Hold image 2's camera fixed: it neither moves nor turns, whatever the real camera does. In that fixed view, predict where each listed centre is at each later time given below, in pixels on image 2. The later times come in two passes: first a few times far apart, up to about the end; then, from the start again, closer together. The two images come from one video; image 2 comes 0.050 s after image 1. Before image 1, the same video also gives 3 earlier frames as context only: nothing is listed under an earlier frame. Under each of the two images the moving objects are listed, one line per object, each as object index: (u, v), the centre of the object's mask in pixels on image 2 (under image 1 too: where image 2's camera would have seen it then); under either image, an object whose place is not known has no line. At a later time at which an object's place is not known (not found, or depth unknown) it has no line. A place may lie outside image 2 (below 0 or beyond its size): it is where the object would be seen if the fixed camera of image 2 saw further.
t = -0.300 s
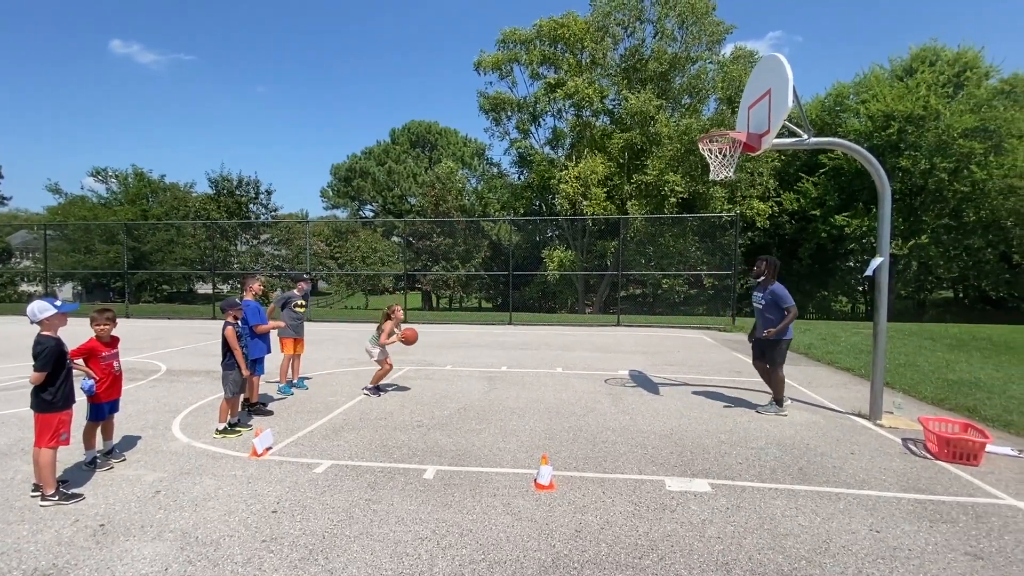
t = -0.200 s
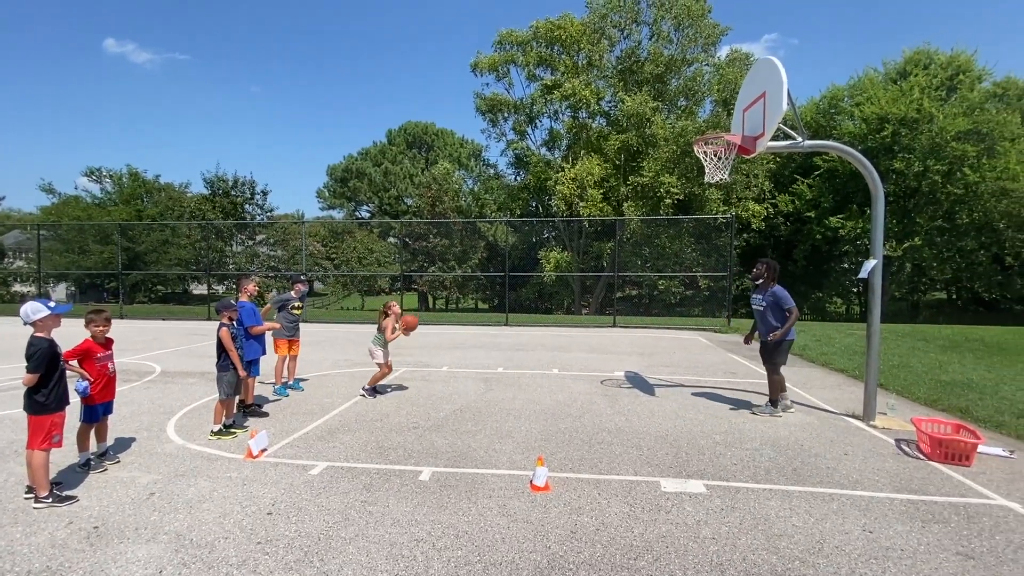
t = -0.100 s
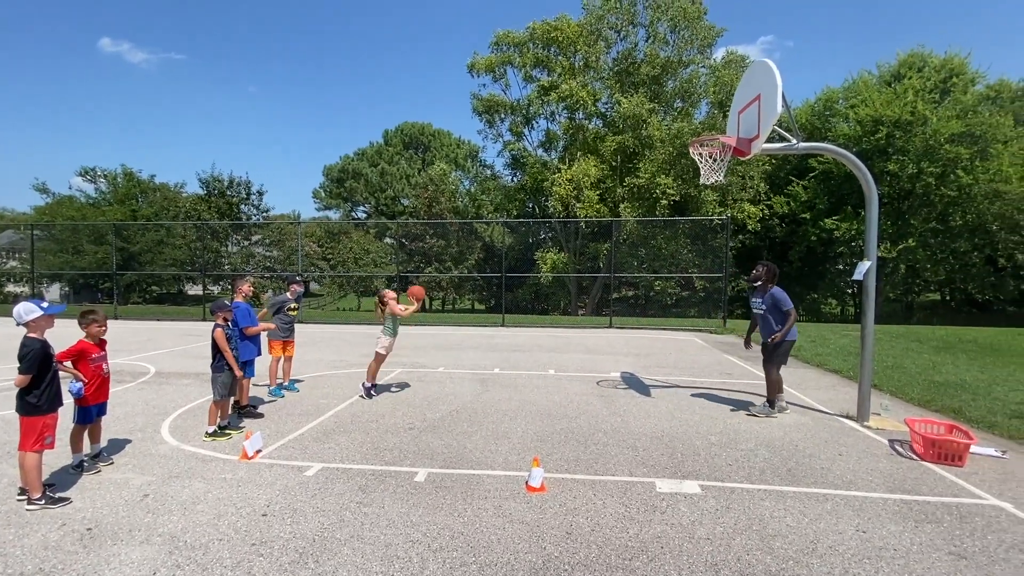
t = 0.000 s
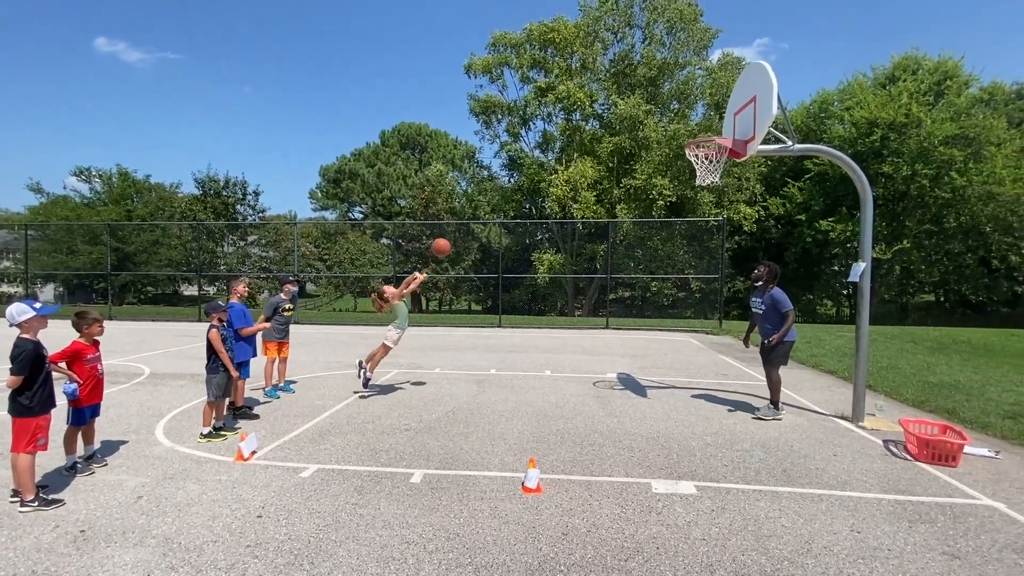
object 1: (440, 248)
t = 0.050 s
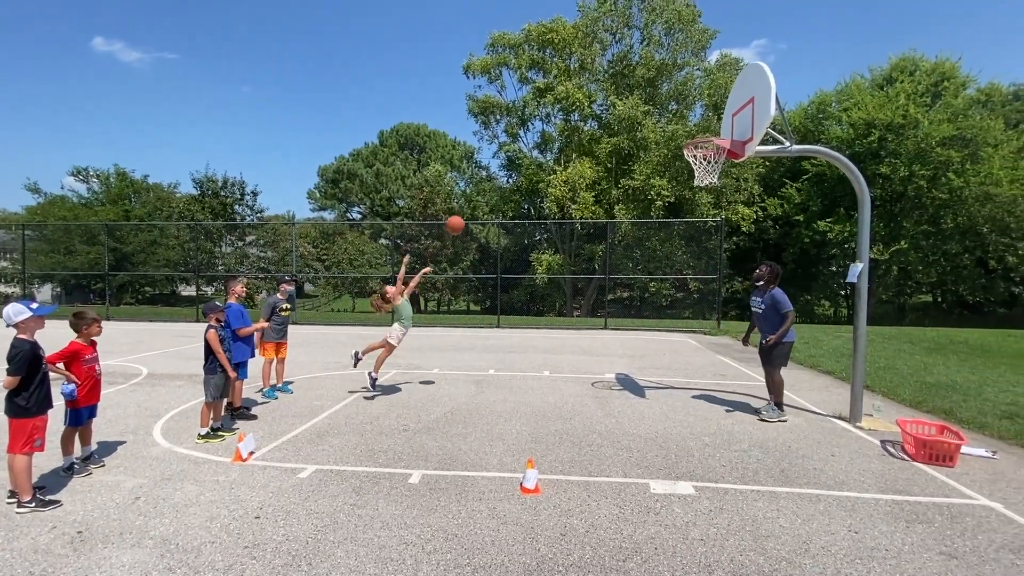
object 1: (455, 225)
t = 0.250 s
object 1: (519, 152)
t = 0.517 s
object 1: (610, 100)
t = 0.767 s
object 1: (699, 106)
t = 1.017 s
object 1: (690, 158)
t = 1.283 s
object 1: (699, 173)
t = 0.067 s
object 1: (460, 218)
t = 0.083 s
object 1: (465, 211)
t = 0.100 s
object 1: (471, 204)
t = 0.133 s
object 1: (482, 191)
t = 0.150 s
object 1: (488, 185)
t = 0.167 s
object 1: (493, 179)
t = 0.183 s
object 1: (498, 173)
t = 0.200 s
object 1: (504, 167)
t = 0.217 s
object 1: (510, 162)
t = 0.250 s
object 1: (519, 152)
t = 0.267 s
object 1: (526, 146)
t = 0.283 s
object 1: (531, 142)
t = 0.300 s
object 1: (537, 138)
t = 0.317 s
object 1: (542, 134)
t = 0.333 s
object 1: (548, 129)
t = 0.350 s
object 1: (554, 126)
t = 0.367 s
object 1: (559, 122)
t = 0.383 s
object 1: (564, 119)
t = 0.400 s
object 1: (570, 116)
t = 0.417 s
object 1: (576, 113)
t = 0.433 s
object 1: (582, 110)
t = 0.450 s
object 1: (587, 108)
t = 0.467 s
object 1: (593, 105)
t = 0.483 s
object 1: (599, 104)
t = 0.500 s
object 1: (605, 101)
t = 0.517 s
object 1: (610, 100)
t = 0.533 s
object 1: (616, 99)
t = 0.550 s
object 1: (622, 97)
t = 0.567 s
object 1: (628, 96)
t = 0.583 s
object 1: (634, 96)
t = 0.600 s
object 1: (640, 96)
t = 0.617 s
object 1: (646, 96)
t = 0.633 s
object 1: (651, 96)
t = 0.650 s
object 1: (657, 96)
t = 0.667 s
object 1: (663, 97)
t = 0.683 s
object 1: (670, 98)
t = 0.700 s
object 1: (675, 100)
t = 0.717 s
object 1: (681, 100)
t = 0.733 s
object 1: (687, 102)
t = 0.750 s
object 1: (692, 104)
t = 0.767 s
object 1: (699, 106)
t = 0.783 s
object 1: (705, 108)
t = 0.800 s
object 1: (711, 111)
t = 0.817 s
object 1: (716, 114)
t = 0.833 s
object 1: (722, 117)
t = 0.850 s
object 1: (728, 121)
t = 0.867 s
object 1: (734, 124)
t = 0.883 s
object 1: (730, 128)
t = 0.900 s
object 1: (725, 130)
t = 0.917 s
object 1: (720, 132)
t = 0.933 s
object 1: (714, 134)
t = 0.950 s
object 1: (710, 137)
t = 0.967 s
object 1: (704, 150)
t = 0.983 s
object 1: (698, 154)
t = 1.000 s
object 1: (693, 157)
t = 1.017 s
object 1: (690, 158)
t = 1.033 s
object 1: (684, 155)
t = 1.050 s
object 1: (683, 156)
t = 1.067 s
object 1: (683, 156)
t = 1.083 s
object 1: (683, 156)
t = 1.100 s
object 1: (686, 157)
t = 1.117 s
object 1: (685, 157)
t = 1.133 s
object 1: (686, 158)
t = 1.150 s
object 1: (685, 159)
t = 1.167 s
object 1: (686, 158)
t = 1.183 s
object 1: (690, 160)
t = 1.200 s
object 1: (691, 167)
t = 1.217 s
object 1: (693, 168)
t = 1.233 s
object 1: (694, 169)
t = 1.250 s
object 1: (696, 171)
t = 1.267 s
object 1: (698, 172)
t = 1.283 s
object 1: (699, 173)
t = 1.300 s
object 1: (700, 176)
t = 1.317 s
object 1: (703, 177)
